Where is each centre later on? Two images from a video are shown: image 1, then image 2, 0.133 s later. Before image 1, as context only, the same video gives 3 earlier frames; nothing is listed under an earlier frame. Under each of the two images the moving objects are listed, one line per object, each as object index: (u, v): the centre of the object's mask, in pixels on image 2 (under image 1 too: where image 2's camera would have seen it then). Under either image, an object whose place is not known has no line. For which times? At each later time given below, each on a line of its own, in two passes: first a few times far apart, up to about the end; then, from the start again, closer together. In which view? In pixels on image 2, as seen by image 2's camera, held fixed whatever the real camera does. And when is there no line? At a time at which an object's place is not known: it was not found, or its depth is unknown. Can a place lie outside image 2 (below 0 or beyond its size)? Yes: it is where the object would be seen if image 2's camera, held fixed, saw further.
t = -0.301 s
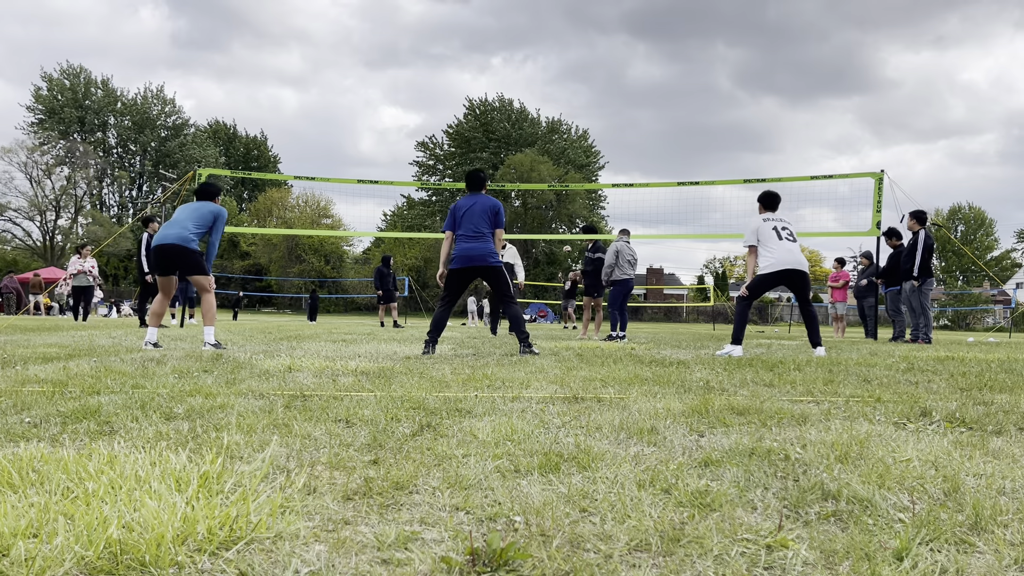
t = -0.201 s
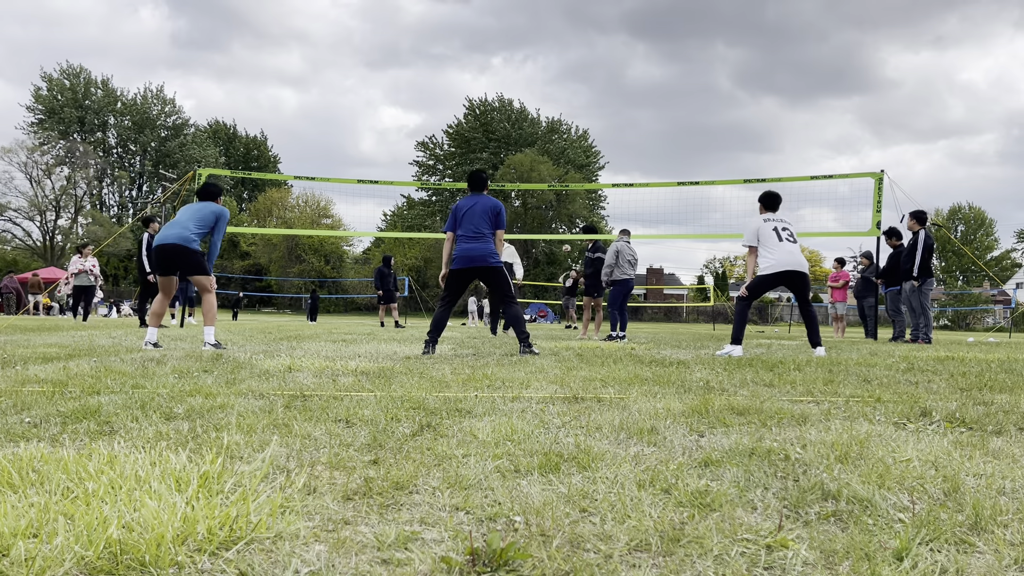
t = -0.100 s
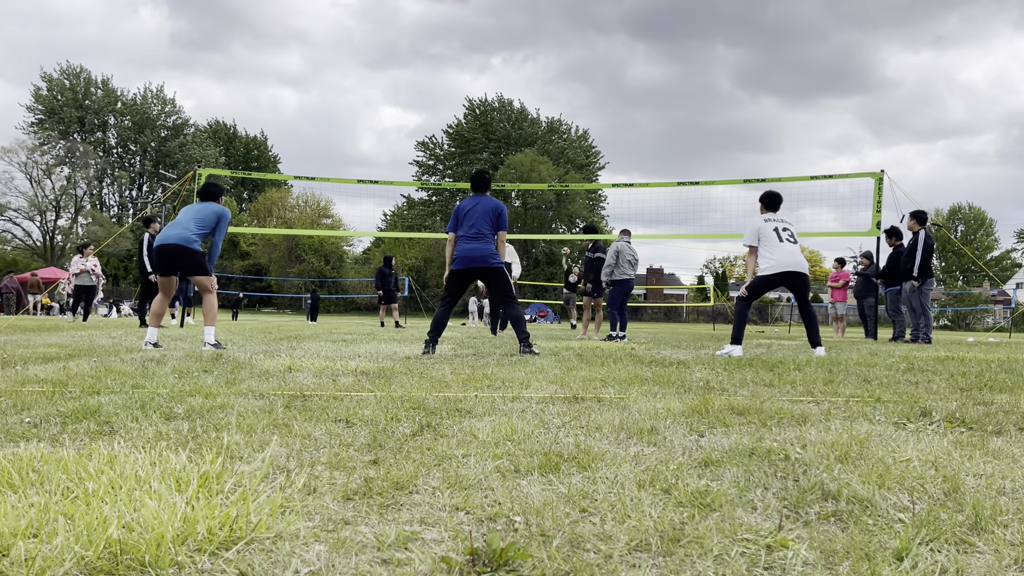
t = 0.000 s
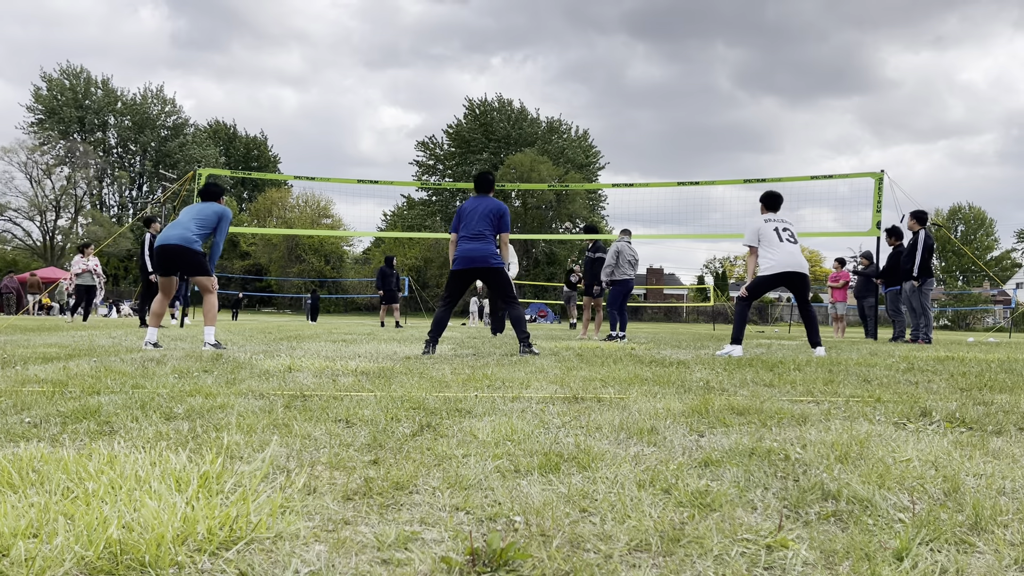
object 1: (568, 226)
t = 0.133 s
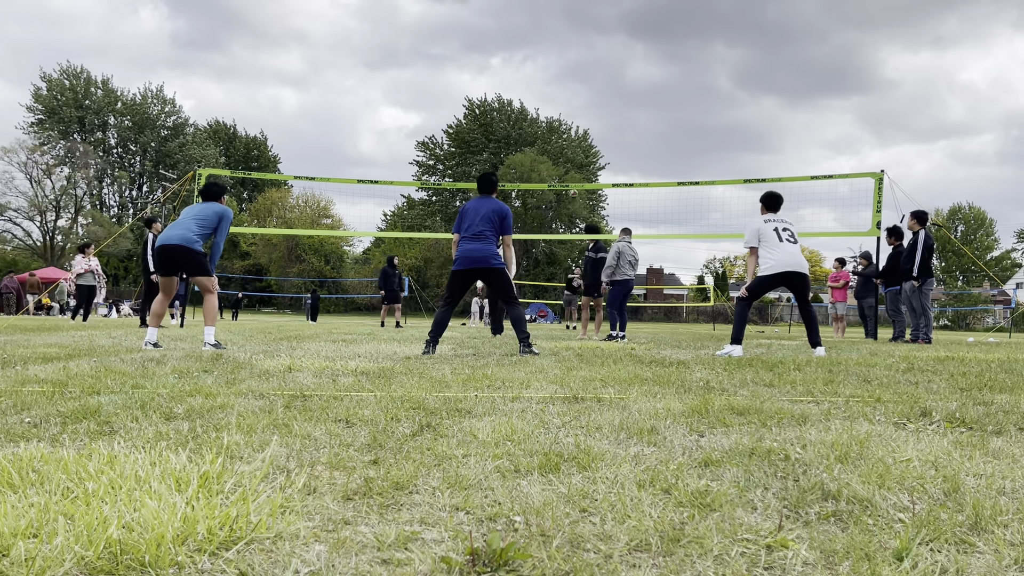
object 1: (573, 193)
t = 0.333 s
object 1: (585, 152)
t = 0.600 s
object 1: (610, 115)
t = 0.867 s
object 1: (646, 111)
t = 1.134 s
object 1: (702, 176)
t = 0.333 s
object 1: (585, 152)
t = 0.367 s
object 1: (588, 146)
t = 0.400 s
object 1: (590, 141)
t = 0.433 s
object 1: (593, 135)
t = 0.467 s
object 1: (596, 131)
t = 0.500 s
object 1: (599, 126)
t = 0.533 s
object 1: (602, 122)
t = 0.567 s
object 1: (606, 118)
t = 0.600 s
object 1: (610, 115)
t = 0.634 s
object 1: (614, 112)
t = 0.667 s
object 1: (618, 110)
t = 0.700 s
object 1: (622, 109)
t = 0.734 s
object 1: (627, 107)
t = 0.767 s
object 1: (631, 107)
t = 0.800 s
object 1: (636, 107)
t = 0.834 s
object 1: (641, 108)
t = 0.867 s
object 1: (646, 111)
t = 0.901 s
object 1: (651, 115)
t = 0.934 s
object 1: (657, 119)
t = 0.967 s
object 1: (663, 124)
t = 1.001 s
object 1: (670, 132)
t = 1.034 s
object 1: (677, 141)
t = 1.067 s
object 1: (685, 151)
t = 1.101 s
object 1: (693, 162)
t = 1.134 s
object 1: (702, 176)
